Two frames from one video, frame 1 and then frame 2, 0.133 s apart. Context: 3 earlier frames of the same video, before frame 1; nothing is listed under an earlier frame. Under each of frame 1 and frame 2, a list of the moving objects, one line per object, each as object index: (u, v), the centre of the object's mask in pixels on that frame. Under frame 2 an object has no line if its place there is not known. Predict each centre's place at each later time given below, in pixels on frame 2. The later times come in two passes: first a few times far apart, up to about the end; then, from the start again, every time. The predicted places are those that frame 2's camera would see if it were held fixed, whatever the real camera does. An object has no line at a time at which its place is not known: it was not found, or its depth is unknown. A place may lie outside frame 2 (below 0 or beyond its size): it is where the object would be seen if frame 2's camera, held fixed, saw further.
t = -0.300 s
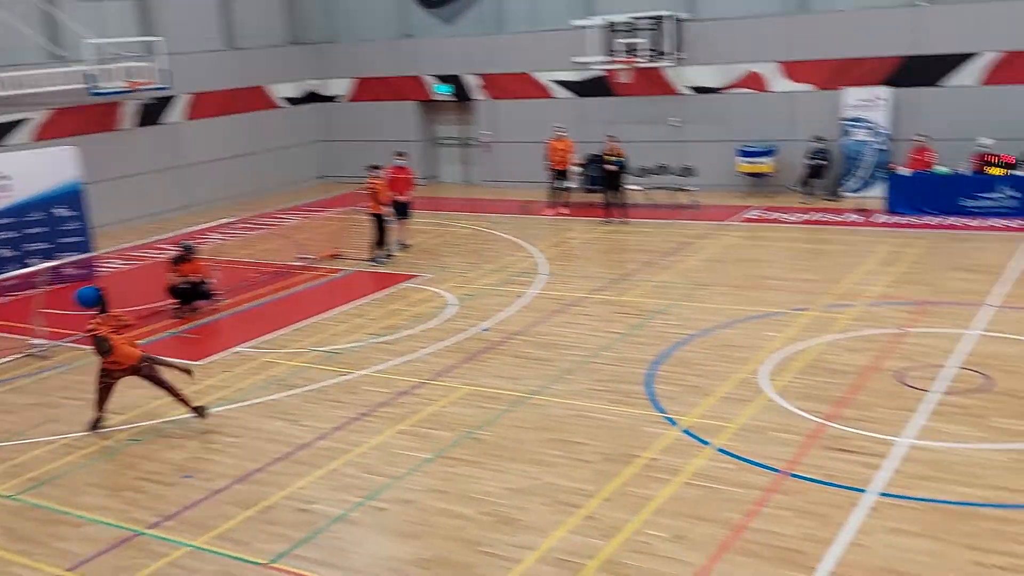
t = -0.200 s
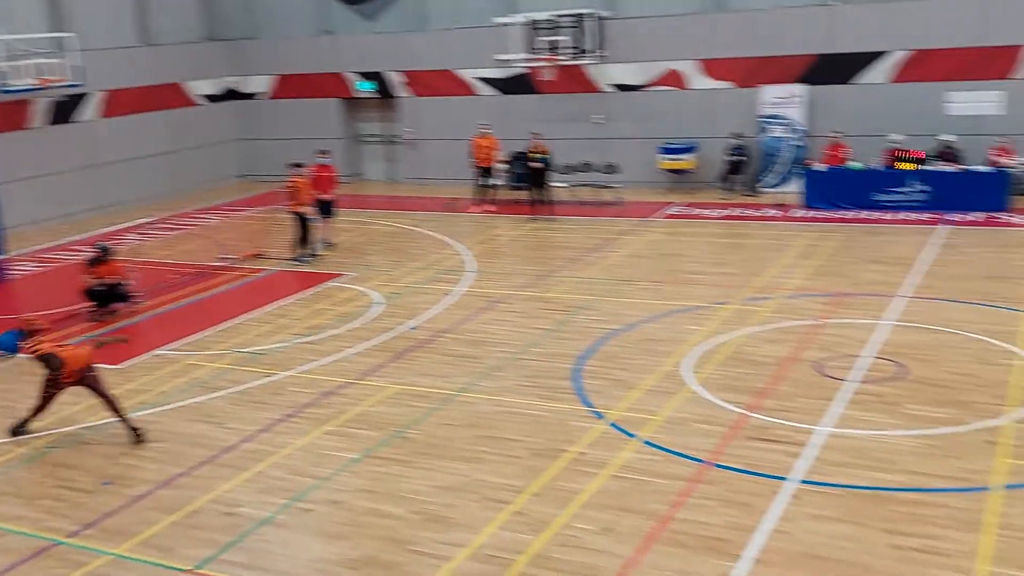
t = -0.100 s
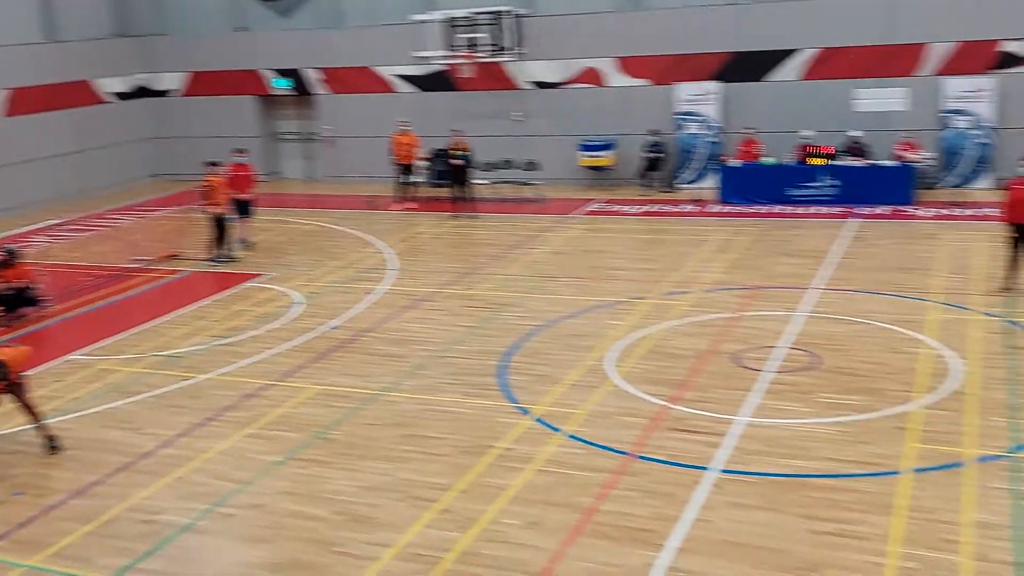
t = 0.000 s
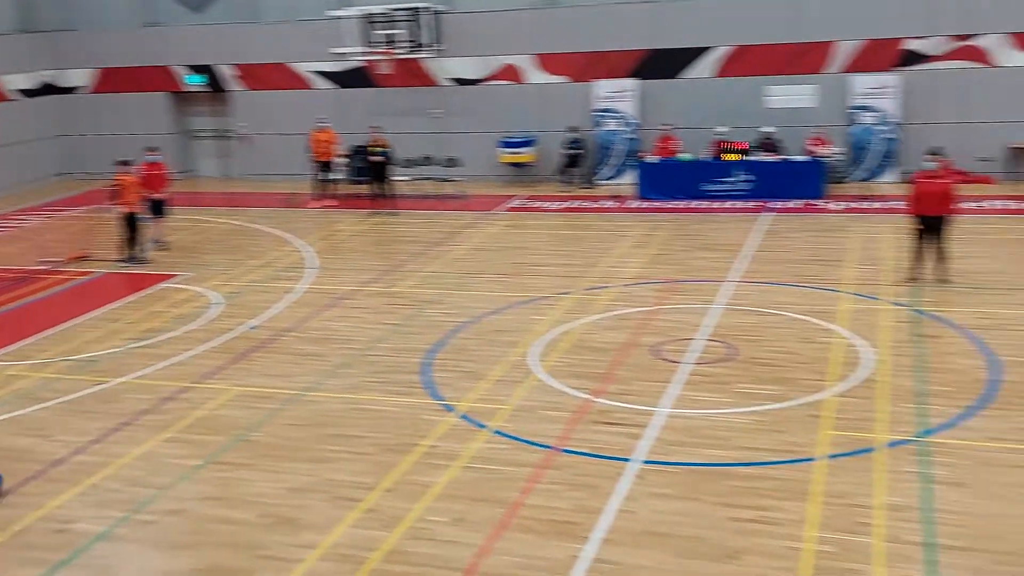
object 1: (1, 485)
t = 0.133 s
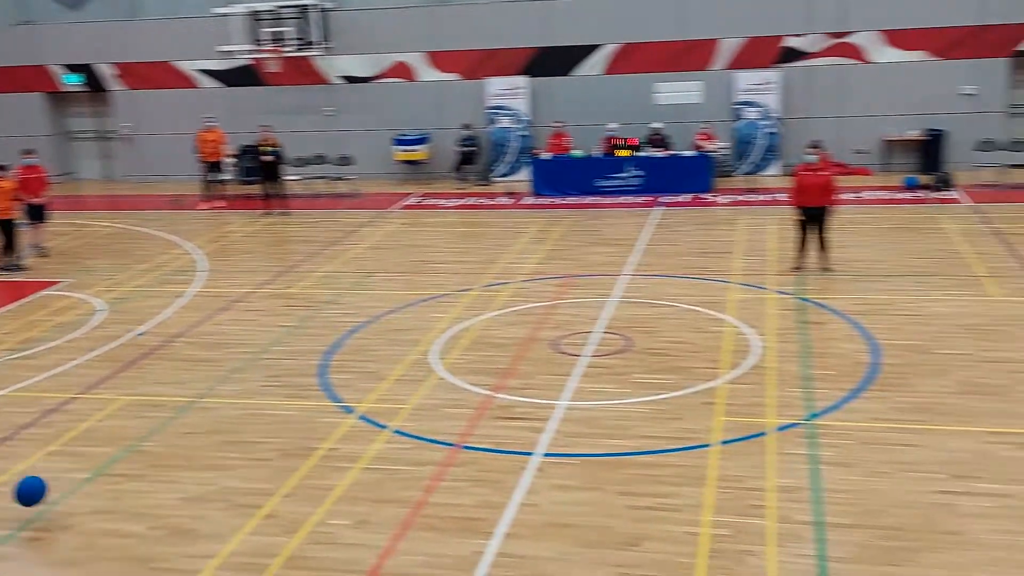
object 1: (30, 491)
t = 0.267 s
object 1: (217, 496)
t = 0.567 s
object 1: (592, 508)
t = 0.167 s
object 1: (77, 490)
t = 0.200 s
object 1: (124, 490)
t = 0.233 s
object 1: (170, 492)
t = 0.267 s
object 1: (217, 496)
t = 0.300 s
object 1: (264, 501)
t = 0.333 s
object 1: (312, 509)
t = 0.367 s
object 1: (353, 509)
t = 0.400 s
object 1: (391, 504)
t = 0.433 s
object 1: (430, 502)
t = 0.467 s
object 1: (470, 501)
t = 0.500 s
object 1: (510, 502)
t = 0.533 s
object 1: (551, 504)
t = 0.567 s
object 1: (592, 508)
